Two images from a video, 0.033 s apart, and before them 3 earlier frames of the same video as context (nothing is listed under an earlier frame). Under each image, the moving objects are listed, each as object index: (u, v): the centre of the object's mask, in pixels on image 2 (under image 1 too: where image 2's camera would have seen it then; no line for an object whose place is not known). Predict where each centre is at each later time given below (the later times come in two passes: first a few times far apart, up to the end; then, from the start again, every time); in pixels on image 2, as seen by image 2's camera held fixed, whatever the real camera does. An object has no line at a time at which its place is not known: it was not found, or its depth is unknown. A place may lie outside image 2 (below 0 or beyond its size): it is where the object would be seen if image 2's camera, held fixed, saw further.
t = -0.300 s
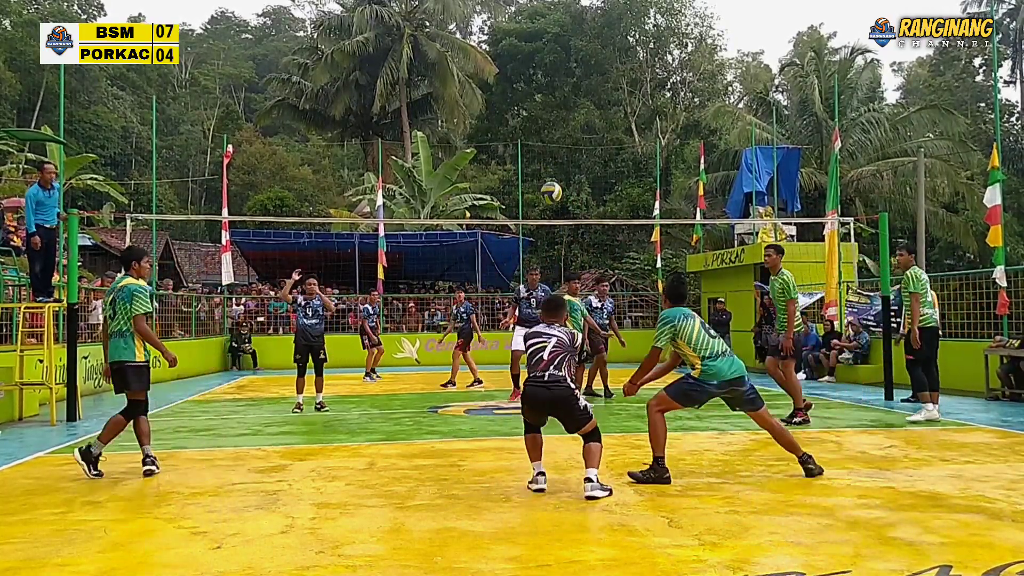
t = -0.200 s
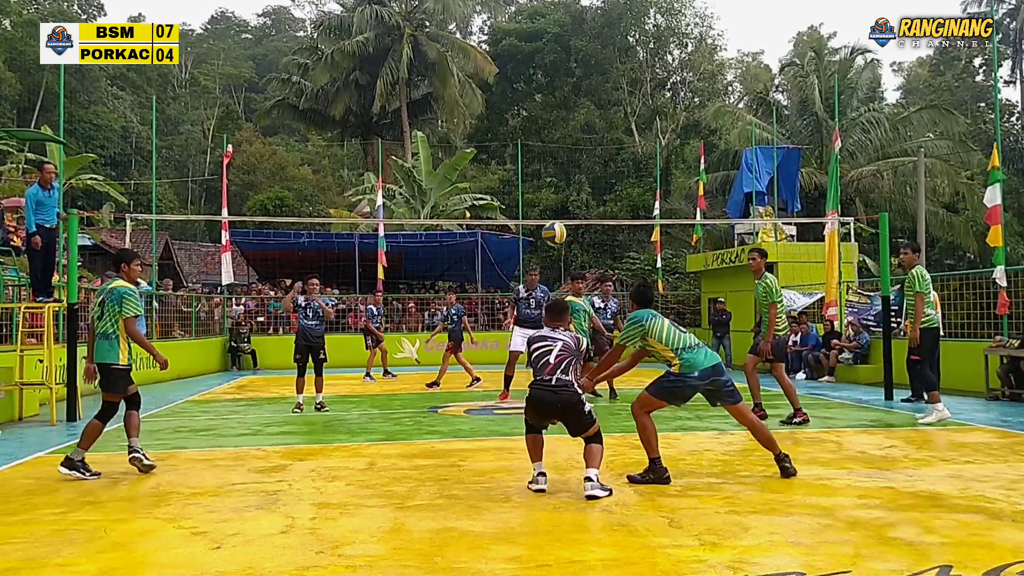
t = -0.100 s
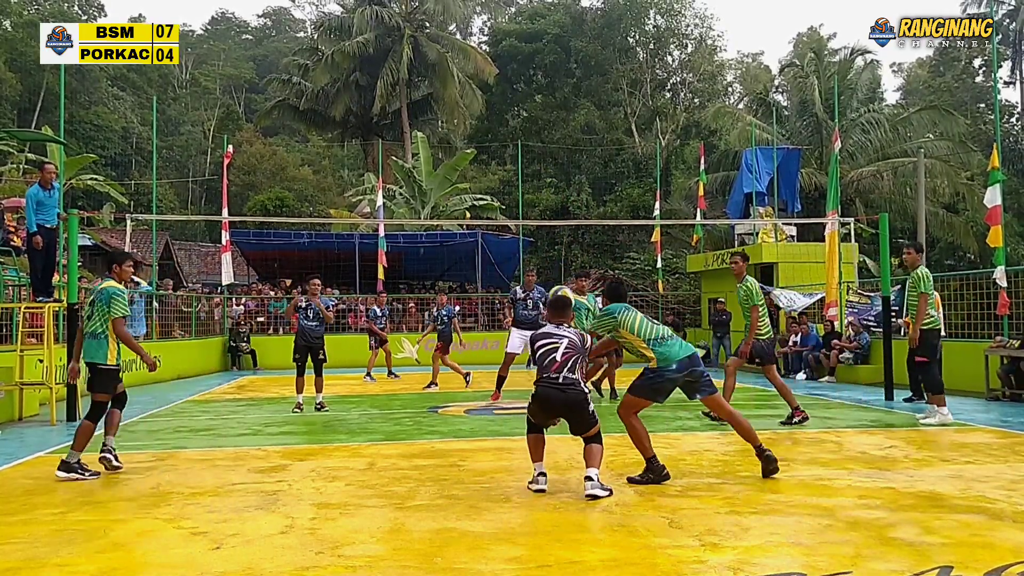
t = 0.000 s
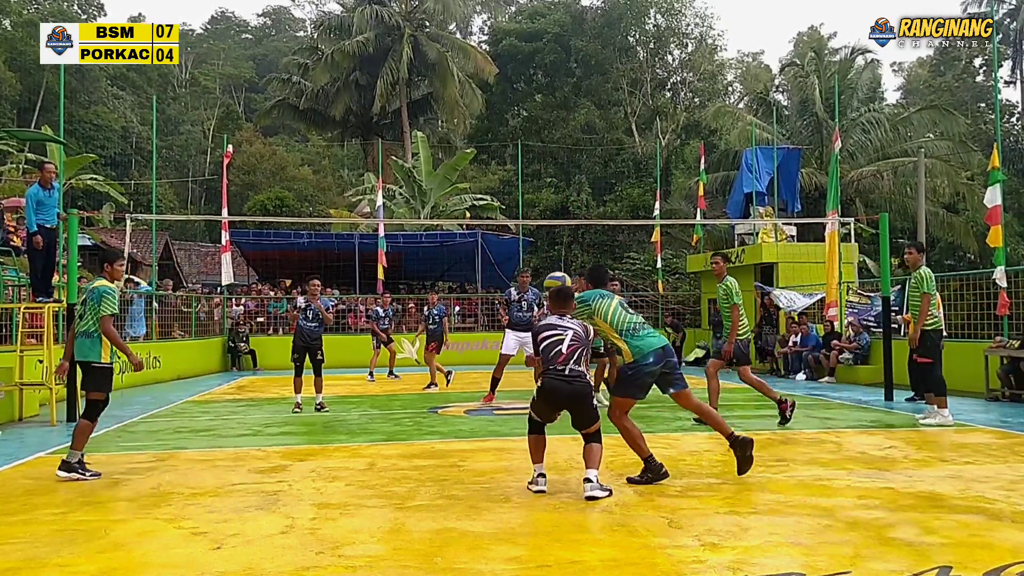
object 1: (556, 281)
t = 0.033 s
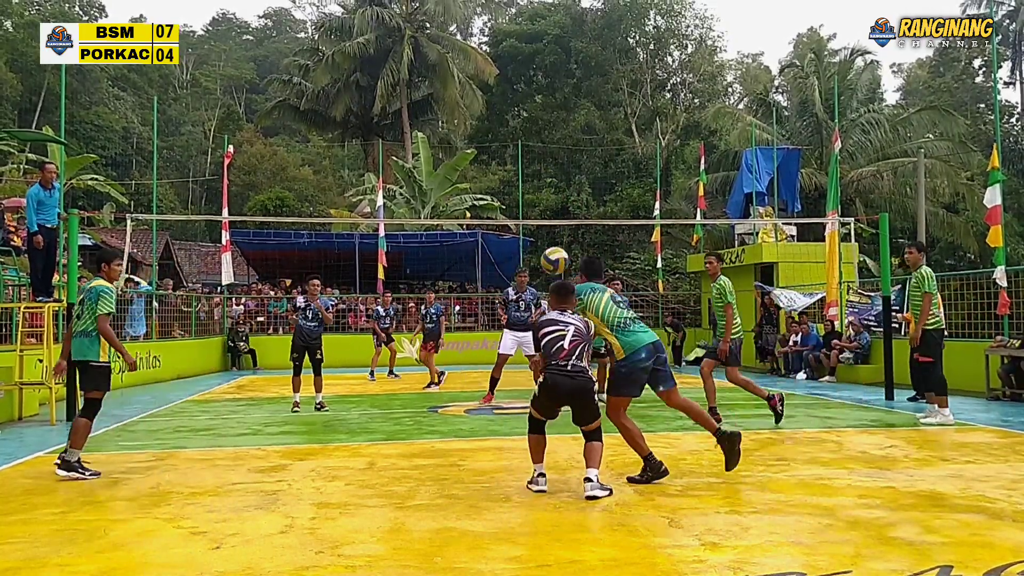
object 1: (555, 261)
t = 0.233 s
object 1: (539, 157)
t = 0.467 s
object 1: (526, 107)
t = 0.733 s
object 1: (516, 118)
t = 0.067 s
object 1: (551, 238)
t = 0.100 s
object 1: (549, 218)
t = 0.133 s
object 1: (546, 199)
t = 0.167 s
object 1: (544, 183)
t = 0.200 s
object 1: (541, 169)
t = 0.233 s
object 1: (539, 157)
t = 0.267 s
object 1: (536, 146)
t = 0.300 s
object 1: (534, 135)
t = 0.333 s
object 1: (533, 127)
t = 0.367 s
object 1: (531, 120)
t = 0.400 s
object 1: (529, 115)
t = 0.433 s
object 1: (528, 110)
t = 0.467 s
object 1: (526, 107)
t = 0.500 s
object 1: (524, 105)
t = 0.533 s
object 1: (523, 104)
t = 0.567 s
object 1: (522, 104)
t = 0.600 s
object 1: (521, 104)
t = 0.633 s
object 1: (519, 107)
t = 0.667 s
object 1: (518, 110)
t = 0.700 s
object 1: (517, 114)
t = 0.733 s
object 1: (516, 118)
